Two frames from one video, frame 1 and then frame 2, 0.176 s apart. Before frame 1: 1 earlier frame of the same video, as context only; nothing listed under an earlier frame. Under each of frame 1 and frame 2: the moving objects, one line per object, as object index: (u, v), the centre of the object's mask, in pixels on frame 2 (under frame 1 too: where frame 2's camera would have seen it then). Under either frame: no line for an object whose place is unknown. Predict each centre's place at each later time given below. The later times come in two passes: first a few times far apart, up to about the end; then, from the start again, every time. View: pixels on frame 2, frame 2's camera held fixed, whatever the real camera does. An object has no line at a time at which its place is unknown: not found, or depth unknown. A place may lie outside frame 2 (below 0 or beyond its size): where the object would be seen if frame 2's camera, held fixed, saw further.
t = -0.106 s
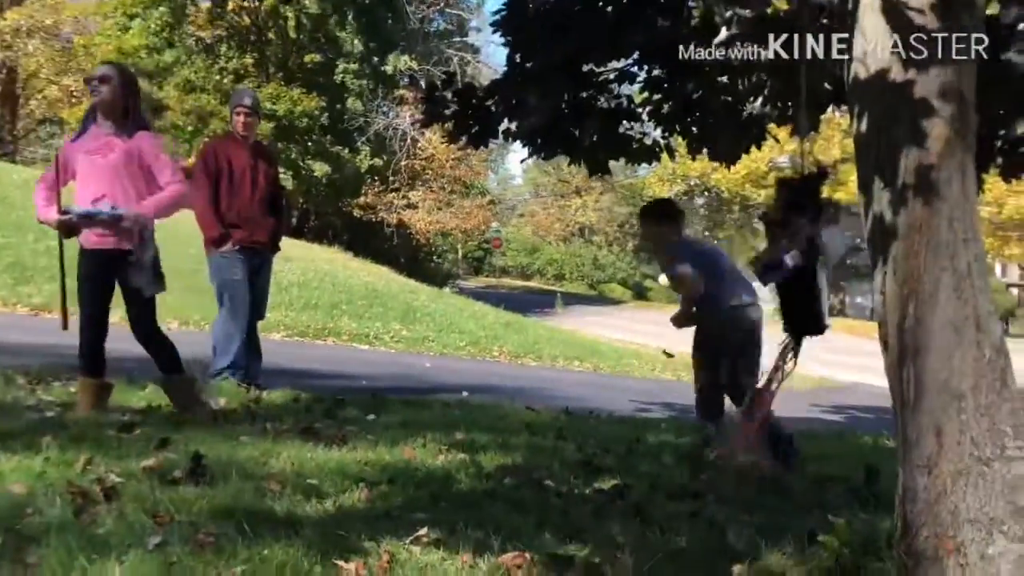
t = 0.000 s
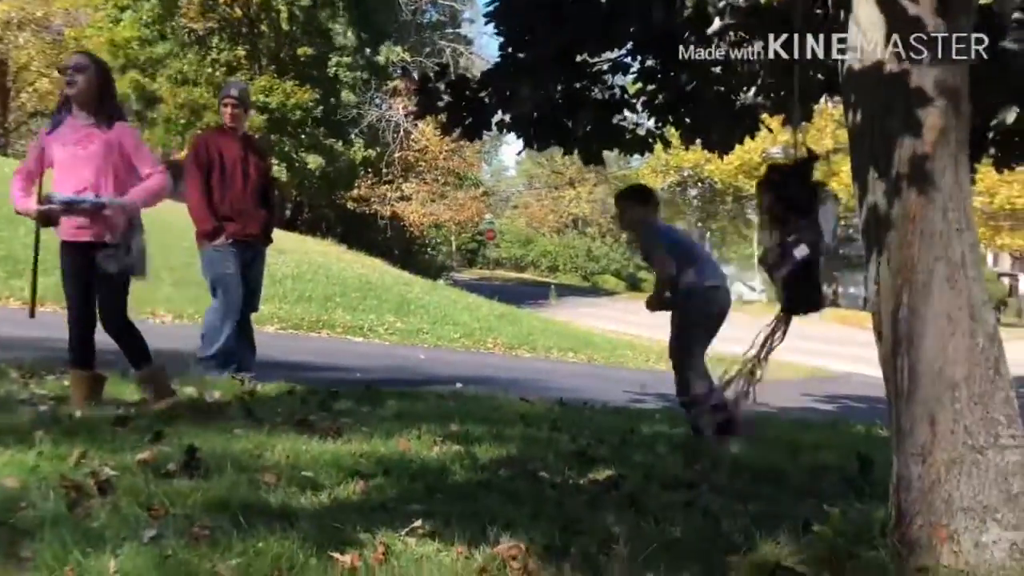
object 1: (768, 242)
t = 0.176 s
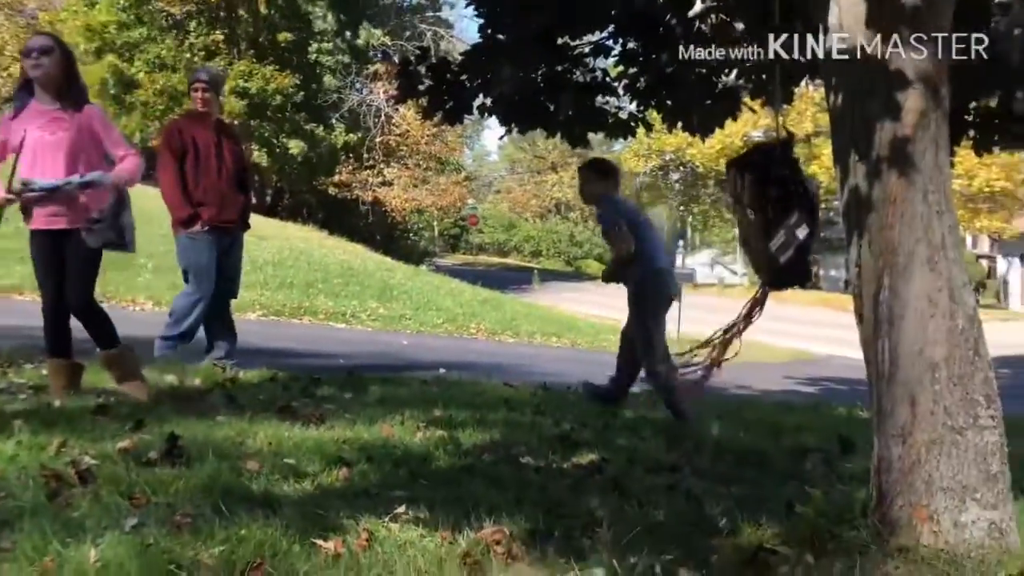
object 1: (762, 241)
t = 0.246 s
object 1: (764, 237)
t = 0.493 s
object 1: (770, 237)
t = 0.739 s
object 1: (769, 249)
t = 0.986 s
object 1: (767, 245)
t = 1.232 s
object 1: (766, 245)
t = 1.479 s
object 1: (765, 255)
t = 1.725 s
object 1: (766, 253)
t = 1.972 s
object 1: (766, 236)
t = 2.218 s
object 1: (766, 232)
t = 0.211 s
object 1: (762, 239)
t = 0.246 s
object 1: (764, 237)
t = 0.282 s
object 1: (764, 236)
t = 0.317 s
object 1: (766, 234)
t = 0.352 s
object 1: (768, 232)
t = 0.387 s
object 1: (768, 233)
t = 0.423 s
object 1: (769, 233)
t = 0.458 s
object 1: (769, 236)
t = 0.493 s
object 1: (770, 237)
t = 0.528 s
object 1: (770, 238)
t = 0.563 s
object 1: (770, 239)
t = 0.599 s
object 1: (771, 243)
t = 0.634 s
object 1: (770, 246)
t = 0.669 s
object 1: (770, 247)
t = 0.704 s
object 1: (769, 248)
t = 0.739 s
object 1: (769, 249)
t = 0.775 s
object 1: (768, 251)
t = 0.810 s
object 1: (768, 251)
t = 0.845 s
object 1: (768, 251)
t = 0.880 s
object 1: (767, 251)
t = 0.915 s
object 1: (768, 249)
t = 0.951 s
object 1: (767, 247)
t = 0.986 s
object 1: (767, 245)
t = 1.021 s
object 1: (767, 244)
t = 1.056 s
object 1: (768, 243)
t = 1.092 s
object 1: (767, 242)
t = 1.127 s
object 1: (767, 242)
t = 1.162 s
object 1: (766, 243)
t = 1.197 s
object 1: (766, 245)
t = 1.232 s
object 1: (766, 245)
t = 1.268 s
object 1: (768, 244)
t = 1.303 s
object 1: (767, 246)
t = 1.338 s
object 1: (766, 250)
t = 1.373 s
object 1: (766, 251)
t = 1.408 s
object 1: (765, 254)
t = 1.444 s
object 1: (765, 253)
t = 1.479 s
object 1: (765, 255)
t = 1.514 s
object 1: (765, 256)
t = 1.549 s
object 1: (766, 256)
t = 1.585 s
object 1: (767, 254)
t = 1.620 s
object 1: (766, 255)
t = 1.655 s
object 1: (767, 255)
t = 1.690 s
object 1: (767, 254)
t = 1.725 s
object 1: (766, 253)
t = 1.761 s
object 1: (766, 252)
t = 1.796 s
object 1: (766, 250)
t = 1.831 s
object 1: (768, 244)
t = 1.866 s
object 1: (767, 239)
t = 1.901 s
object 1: (766, 240)
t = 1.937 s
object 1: (767, 238)
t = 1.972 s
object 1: (766, 236)
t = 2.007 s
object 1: (765, 236)
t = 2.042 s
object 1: (766, 233)
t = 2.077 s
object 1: (766, 233)
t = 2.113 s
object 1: (766, 232)
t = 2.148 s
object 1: (765, 233)
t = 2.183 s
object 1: (766, 232)
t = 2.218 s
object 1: (766, 232)
